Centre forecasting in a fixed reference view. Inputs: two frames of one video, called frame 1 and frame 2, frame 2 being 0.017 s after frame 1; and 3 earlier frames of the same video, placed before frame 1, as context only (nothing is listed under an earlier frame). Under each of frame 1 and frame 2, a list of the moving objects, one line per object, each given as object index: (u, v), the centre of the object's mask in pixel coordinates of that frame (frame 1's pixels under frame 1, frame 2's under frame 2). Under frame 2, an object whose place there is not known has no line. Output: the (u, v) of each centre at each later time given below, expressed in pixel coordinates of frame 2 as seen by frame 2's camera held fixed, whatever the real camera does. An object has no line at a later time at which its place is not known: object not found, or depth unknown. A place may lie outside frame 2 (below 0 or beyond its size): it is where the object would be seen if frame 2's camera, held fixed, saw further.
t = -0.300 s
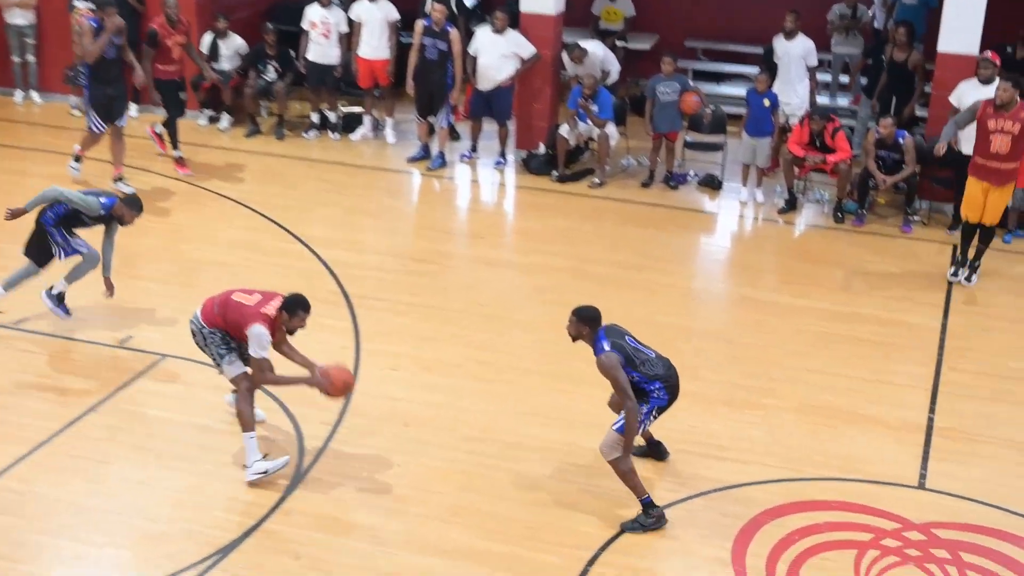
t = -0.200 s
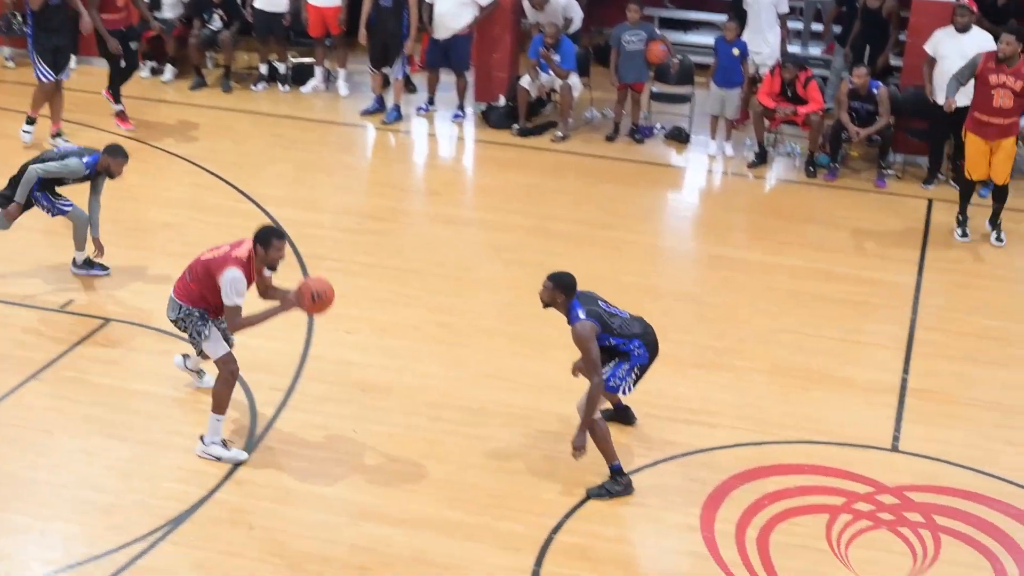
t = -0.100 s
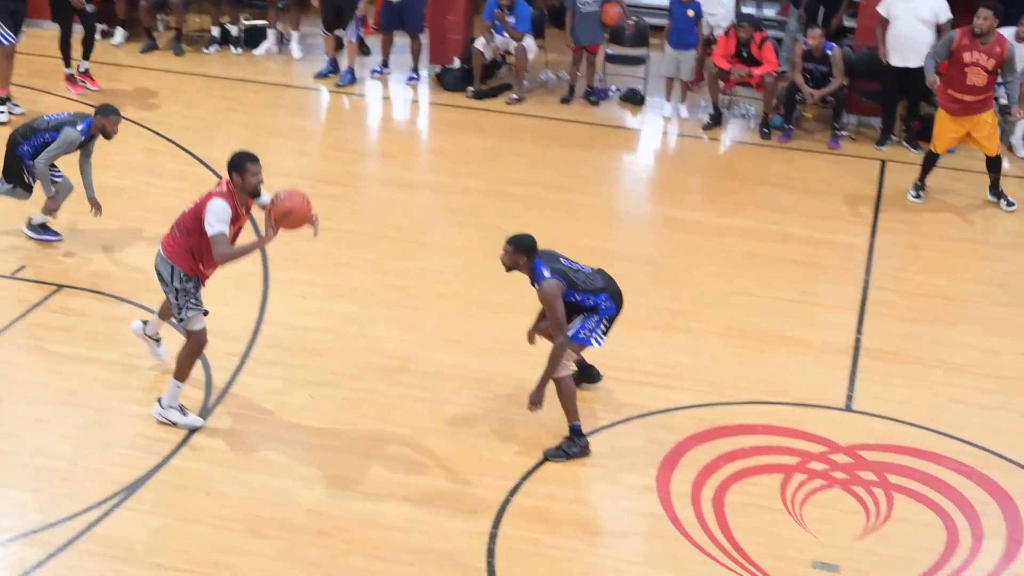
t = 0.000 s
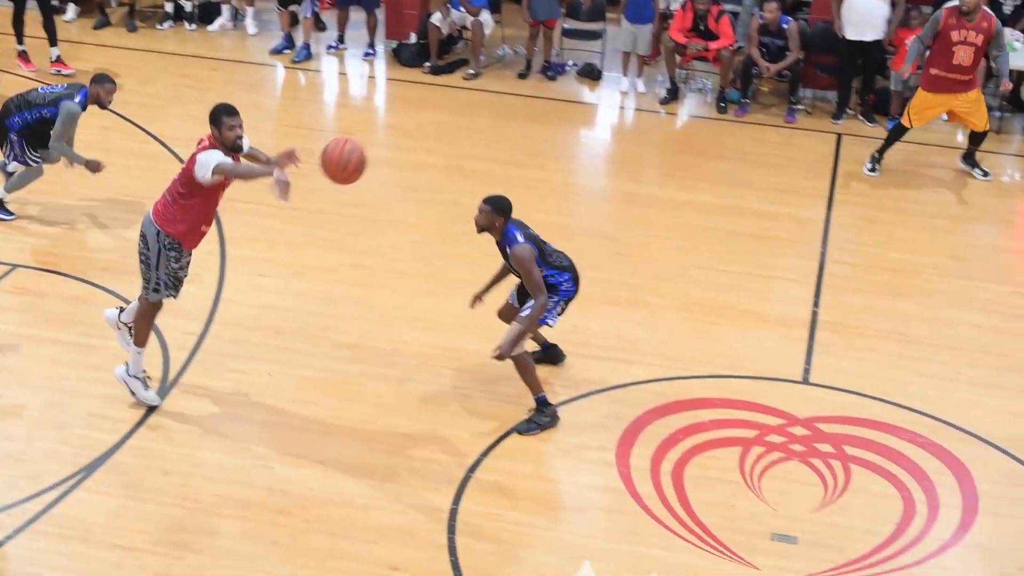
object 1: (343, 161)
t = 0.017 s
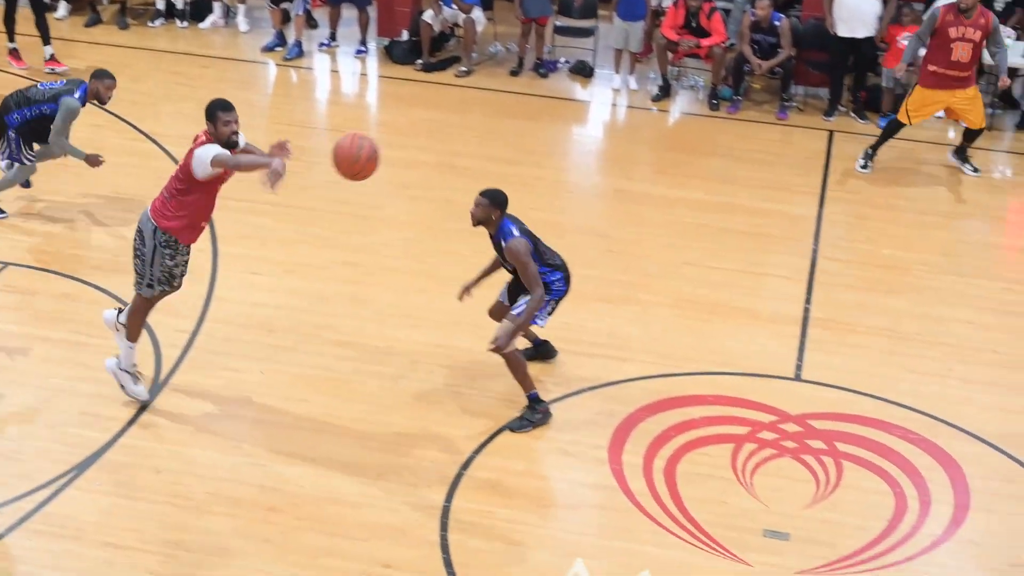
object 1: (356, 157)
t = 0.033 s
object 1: (378, 155)
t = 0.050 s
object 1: (400, 155)
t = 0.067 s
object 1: (424, 154)
